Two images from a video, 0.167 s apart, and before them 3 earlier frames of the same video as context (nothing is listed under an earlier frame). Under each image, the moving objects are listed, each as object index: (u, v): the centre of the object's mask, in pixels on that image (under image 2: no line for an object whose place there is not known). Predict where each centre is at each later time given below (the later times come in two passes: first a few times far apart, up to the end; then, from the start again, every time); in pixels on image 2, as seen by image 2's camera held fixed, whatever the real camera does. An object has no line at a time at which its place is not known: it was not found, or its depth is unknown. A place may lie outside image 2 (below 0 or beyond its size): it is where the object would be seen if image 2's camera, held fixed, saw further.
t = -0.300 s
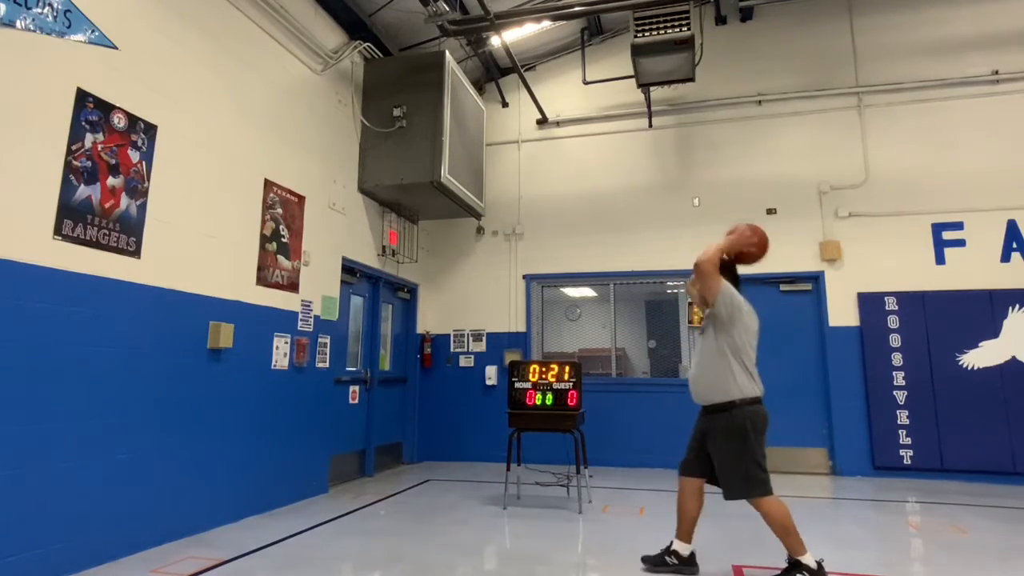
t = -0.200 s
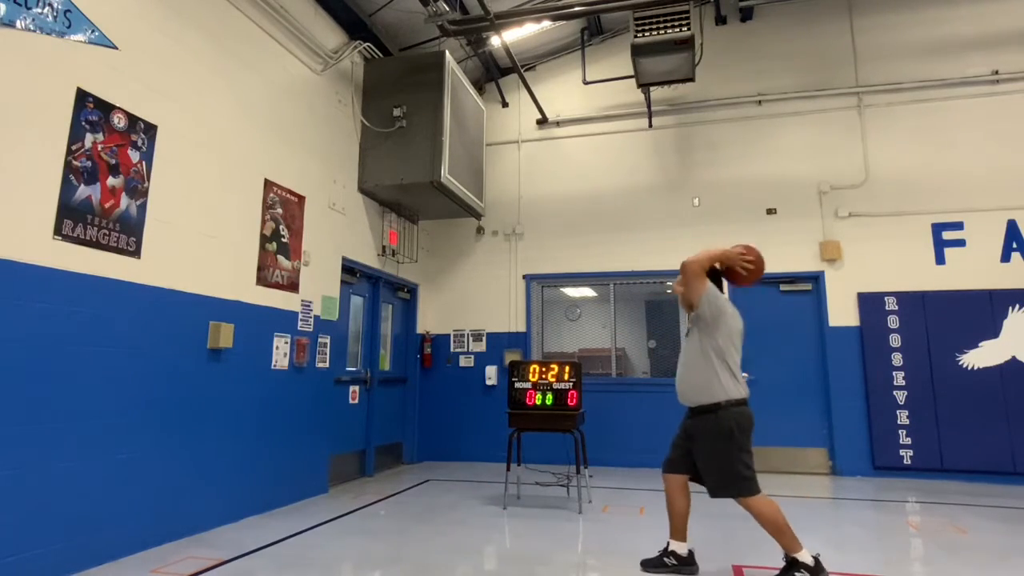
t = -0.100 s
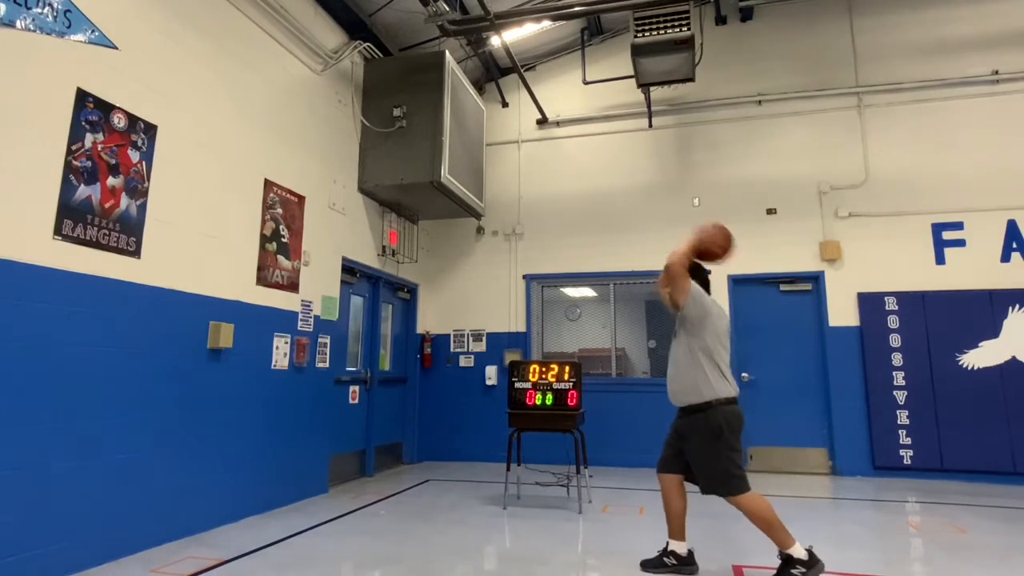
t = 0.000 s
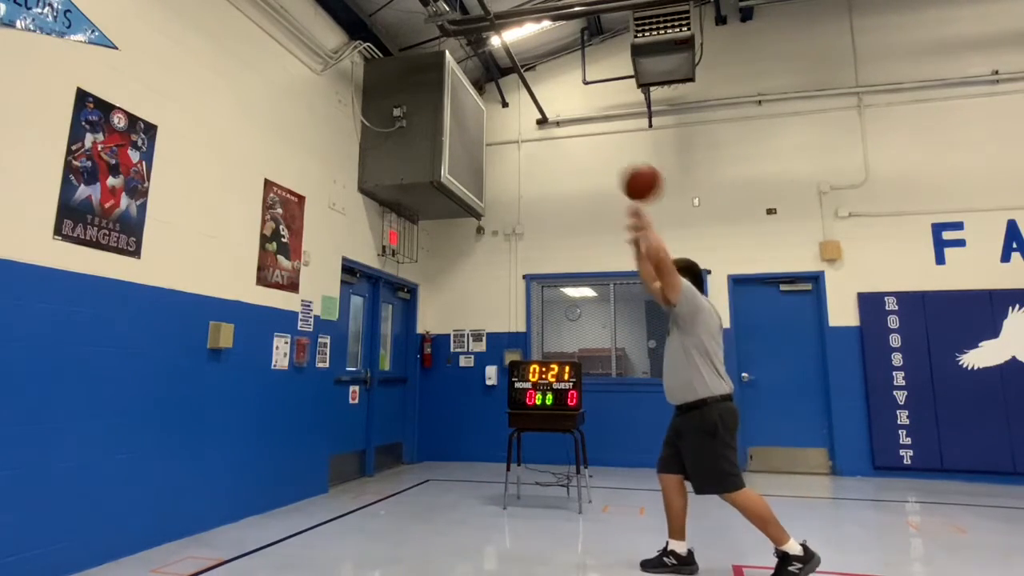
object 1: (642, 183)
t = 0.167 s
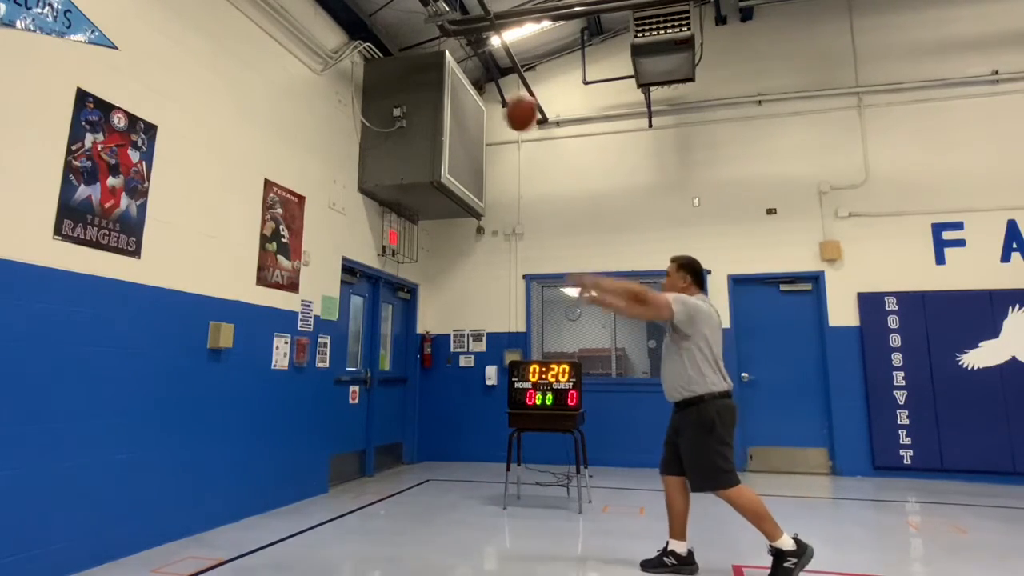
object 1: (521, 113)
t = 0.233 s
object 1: (479, 98)
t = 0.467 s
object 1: (340, 98)
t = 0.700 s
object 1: (254, 154)
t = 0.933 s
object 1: (360, 243)
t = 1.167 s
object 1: (483, 438)
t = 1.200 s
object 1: (502, 481)
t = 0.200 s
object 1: (499, 105)
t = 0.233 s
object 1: (479, 98)
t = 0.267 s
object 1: (458, 94)
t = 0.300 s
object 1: (437, 90)
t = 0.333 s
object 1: (417, 88)
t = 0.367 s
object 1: (398, 87)
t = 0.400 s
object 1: (380, 90)
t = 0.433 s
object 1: (360, 93)
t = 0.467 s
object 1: (340, 98)
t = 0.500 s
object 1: (321, 103)
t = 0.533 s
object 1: (302, 110)
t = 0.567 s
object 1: (284, 118)
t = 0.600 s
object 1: (266, 128)
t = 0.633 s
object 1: (248, 138)
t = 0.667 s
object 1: (239, 148)
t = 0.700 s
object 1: (254, 154)
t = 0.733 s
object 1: (268, 162)
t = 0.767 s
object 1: (283, 171)
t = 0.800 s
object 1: (298, 182)
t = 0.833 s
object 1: (313, 194)
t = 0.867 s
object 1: (328, 209)
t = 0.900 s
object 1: (344, 226)
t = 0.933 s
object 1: (360, 243)
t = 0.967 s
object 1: (377, 265)
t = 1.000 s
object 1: (393, 287)
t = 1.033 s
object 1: (411, 312)
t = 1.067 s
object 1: (428, 341)
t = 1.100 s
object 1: (445, 370)
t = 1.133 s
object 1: (465, 403)
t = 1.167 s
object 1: (483, 438)
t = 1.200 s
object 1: (502, 481)
